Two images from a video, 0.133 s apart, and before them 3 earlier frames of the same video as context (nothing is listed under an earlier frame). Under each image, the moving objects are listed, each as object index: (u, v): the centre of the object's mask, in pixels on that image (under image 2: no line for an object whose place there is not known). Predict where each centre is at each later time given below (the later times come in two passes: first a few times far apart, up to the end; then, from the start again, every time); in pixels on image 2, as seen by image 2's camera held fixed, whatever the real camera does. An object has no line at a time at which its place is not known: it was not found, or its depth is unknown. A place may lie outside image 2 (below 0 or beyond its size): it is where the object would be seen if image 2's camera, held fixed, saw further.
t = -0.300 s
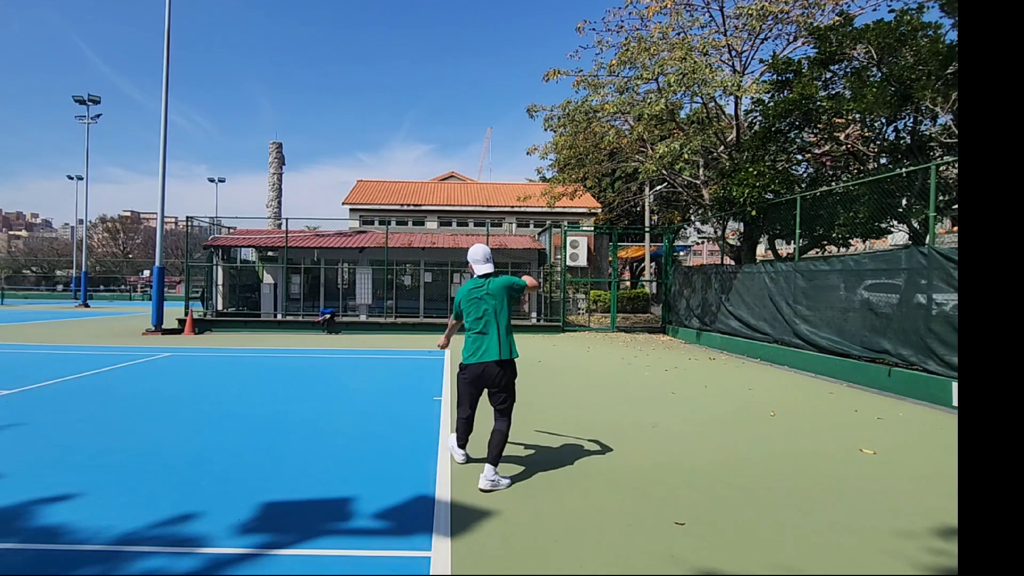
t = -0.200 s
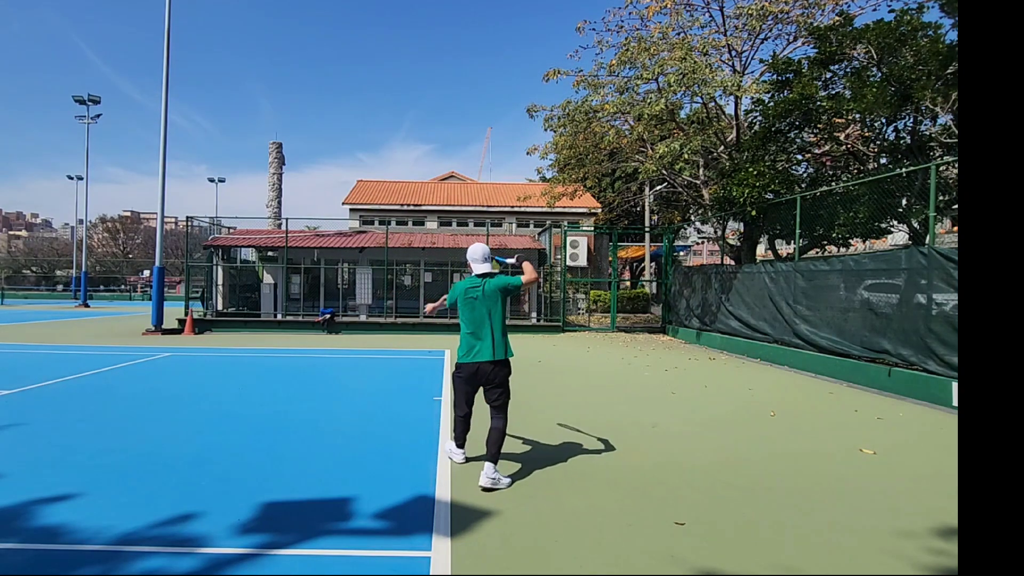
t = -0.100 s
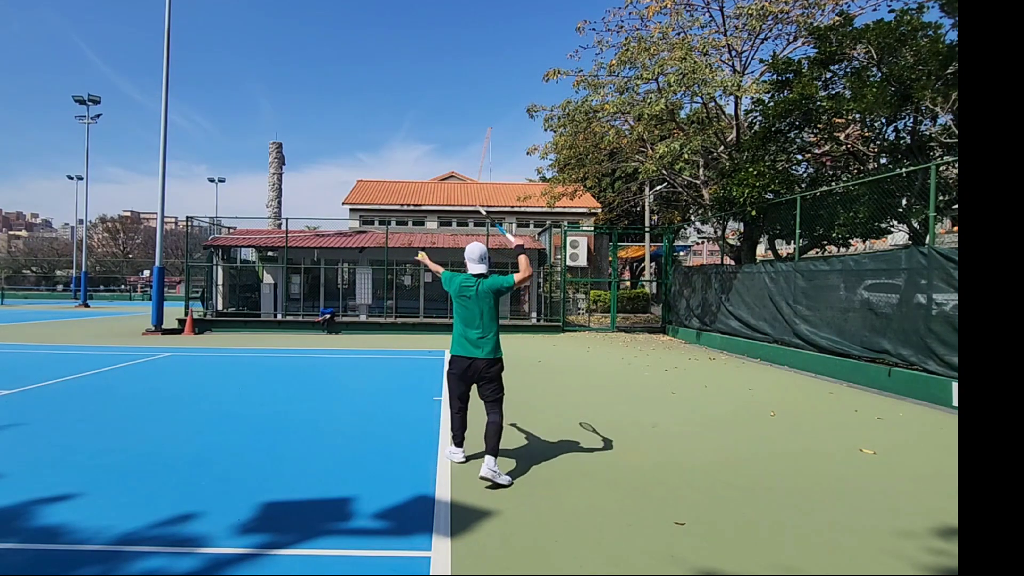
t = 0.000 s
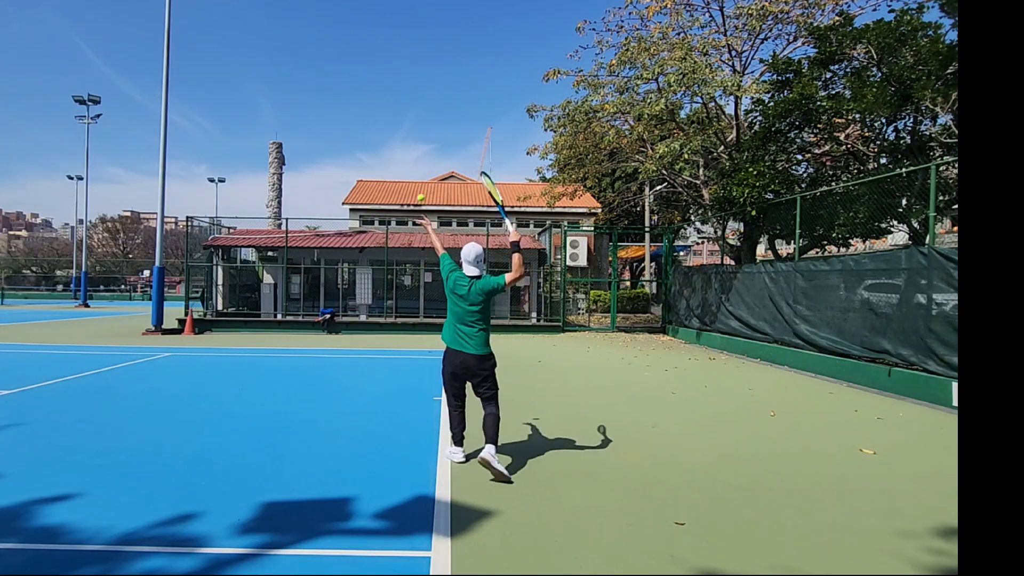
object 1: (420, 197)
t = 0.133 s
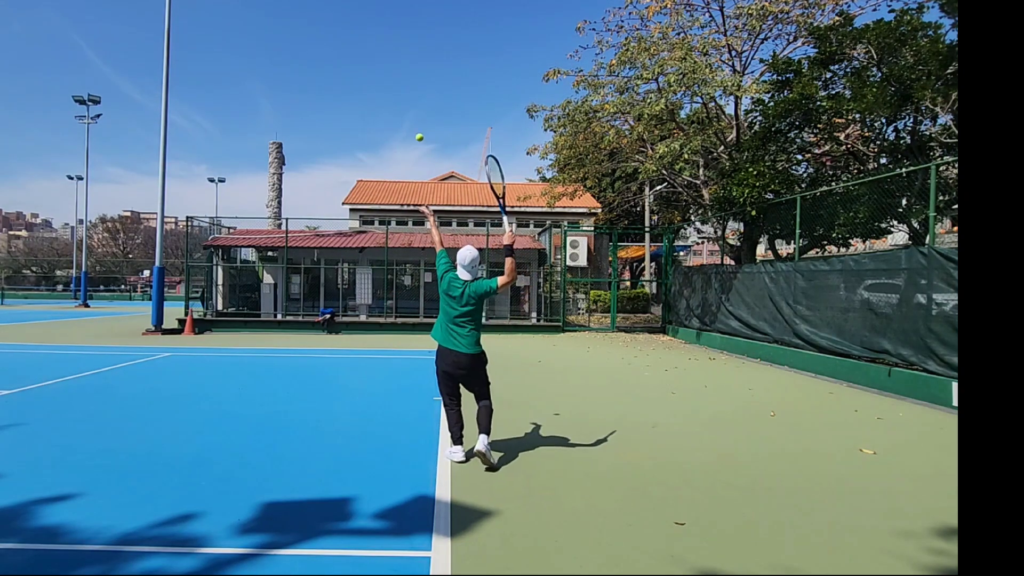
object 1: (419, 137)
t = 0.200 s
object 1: (418, 114)
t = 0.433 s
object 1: (415, 73)
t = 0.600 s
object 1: (411, 81)
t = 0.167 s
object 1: (418, 125)
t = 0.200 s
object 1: (418, 114)
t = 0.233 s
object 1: (418, 104)
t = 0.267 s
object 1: (417, 95)
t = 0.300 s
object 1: (417, 89)
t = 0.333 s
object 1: (416, 83)
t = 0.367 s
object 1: (416, 78)
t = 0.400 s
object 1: (415, 75)
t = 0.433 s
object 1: (415, 73)
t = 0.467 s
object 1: (414, 72)
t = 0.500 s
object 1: (413, 72)
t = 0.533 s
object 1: (413, 74)
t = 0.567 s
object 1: (412, 77)
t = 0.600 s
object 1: (411, 81)
